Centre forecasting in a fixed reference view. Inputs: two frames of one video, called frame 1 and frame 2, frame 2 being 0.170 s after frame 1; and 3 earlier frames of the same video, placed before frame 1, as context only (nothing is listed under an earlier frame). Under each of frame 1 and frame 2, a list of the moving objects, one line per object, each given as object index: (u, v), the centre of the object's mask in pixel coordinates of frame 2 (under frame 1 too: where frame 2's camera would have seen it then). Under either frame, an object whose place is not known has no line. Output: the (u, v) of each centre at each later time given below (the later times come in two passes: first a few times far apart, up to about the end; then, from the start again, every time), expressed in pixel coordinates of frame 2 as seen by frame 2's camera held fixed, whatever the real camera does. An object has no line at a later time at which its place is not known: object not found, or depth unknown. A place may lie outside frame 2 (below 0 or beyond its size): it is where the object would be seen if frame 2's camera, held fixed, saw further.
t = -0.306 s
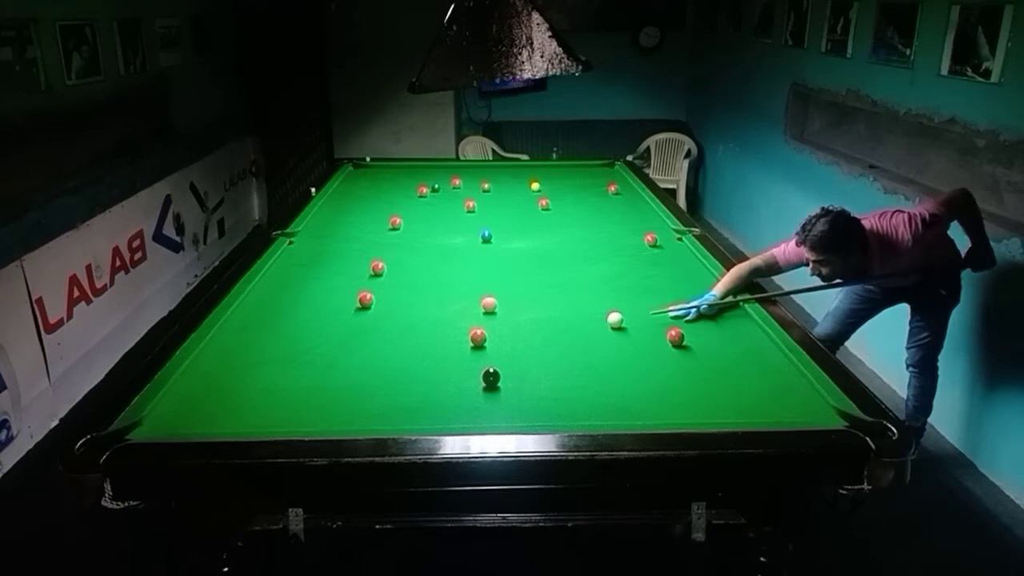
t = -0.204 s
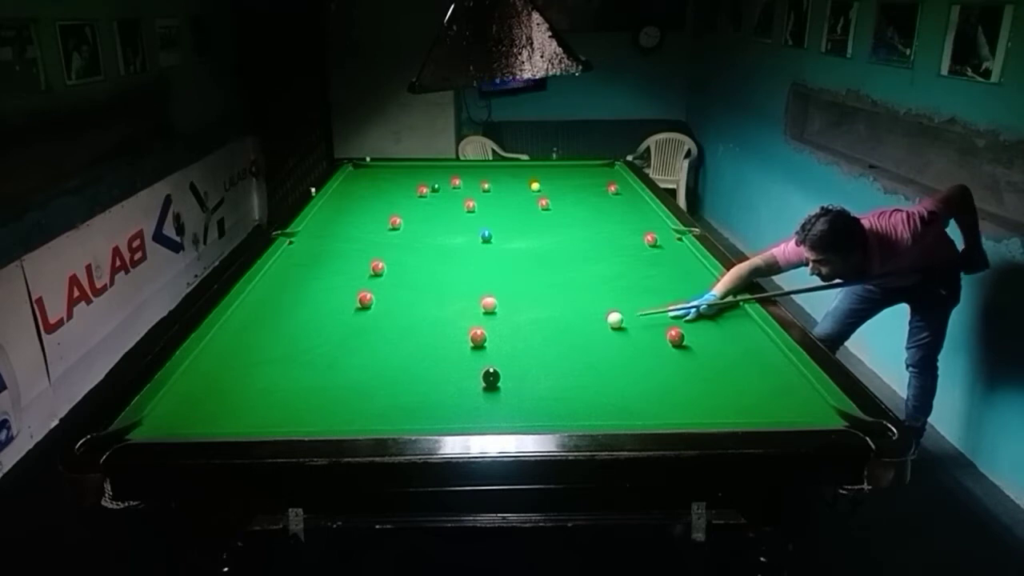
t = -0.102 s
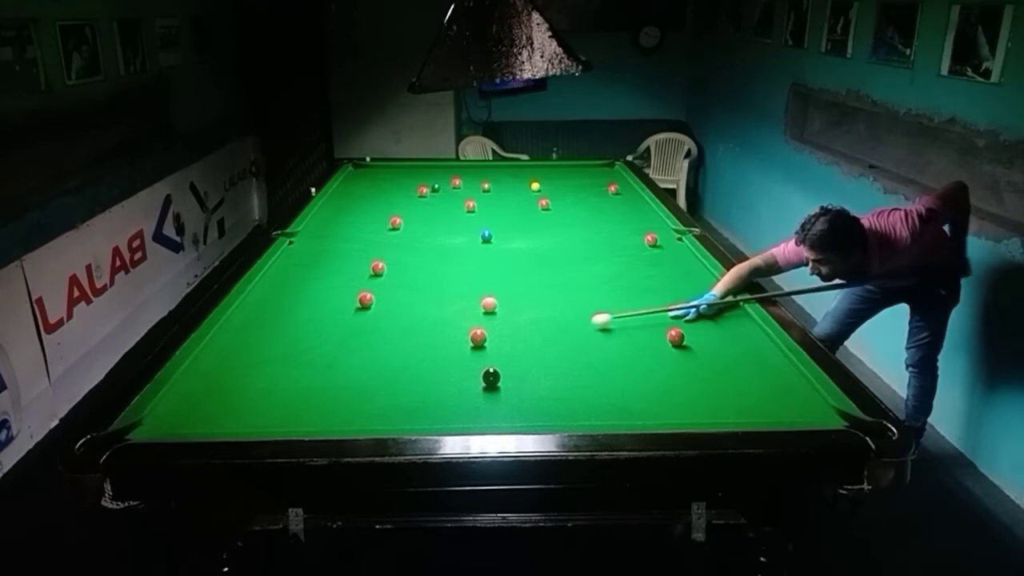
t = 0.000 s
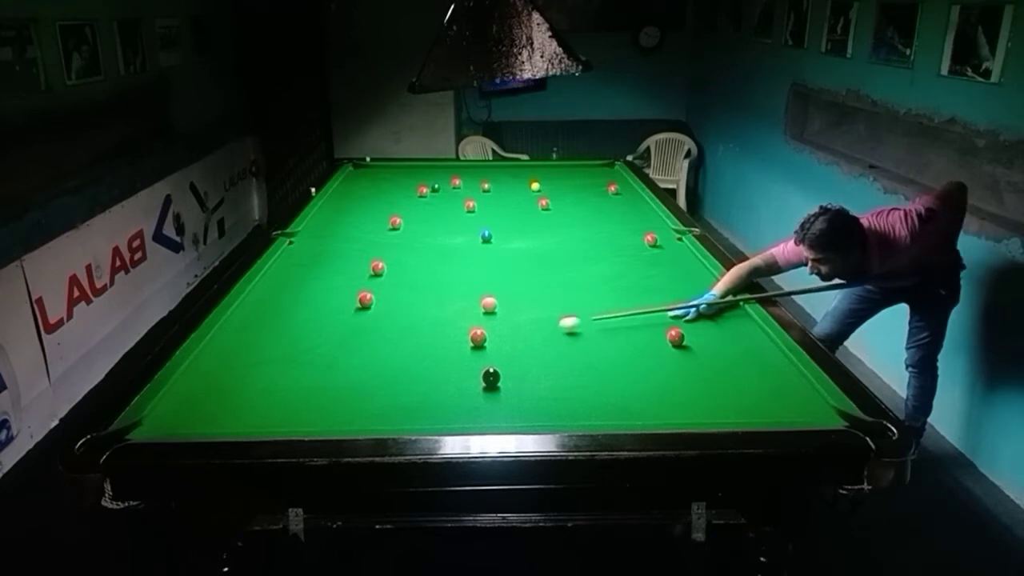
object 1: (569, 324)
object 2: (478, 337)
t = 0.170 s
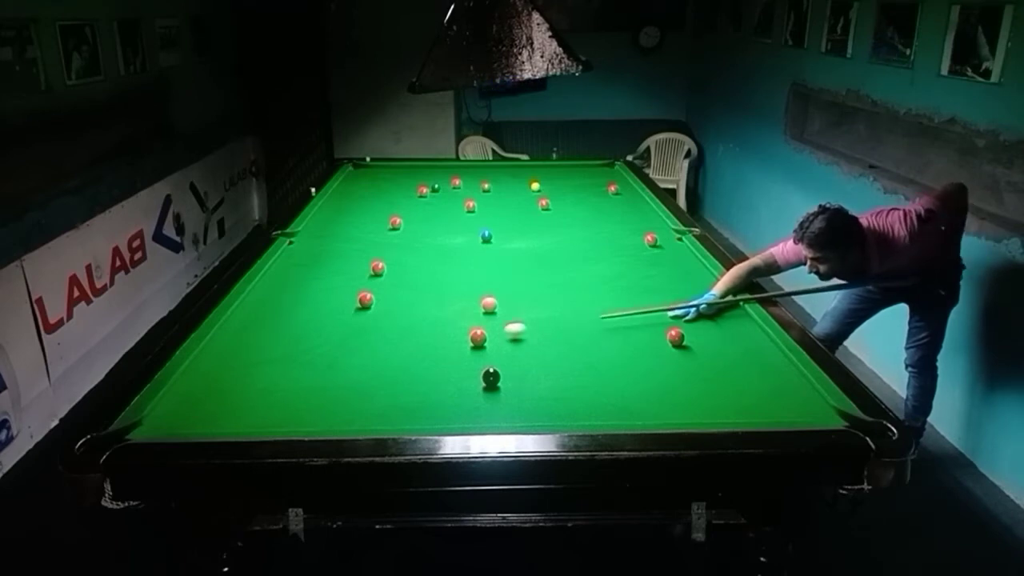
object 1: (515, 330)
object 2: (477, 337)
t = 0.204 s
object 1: (504, 332)
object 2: (477, 337)
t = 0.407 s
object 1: (470, 330)
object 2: (443, 347)
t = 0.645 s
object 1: (438, 327)
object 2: (401, 361)
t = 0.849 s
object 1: (412, 324)
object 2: (364, 372)
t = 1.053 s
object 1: (389, 321)
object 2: (327, 383)
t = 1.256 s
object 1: (368, 319)
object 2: (290, 394)
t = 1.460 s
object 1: (349, 316)
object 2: (254, 405)
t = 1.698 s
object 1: (329, 314)
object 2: (211, 417)
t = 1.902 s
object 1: (314, 312)
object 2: (175, 425)
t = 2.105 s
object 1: (300, 310)
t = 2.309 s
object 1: (288, 309)
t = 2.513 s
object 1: (278, 308)
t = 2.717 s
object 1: (270, 307)
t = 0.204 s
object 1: (504, 332)
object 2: (477, 337)
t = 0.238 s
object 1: (495, 333)
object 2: (477, 337)
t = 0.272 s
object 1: (488, 333)
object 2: (470, 338)
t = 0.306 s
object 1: (484, 332)
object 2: (463, 341)
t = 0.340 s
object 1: (479, 331)
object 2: (456, 344)
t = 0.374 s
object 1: (475, 331)
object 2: (450, 345)
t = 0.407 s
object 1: (470, 330)
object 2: (443, 347)
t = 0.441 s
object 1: (465, 330)
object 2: (437, 349)
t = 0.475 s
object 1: (461, 329)
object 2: (432, 351)
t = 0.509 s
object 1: (456, 329)
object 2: (425, 353)
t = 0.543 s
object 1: (451, 328)
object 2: (419, 355)
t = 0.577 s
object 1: (447, 328)
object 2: (413, 357)
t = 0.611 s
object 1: (442, 327)
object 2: (407, 359)
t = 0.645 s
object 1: (438, 327)
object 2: (401, 361)
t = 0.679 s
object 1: (433, 326)
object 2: (395, 362)
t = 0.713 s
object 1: (429, 326)
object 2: (389, 365)
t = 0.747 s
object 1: (425, 325)
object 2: (383, 366)
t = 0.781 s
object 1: (421, 325)
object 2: (376, 368)
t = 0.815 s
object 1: (417, 324)
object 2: (370, 370)
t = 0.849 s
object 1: (412, 324)
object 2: (364, 372)
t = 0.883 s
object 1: (408, 323)
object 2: (358, 374)
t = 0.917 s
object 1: (405, 323)
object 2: (352, 376)
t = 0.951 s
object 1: (401, 322)
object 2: (346, 377)
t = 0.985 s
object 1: (397, 322)
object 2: (340, 379)
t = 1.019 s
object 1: (393, 321)
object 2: (334, 381)
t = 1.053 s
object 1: (389, 321)
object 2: (327, 383)
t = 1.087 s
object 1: (386, 321)
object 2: (321, 385)
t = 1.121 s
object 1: (382, 320)
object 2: (315, 387)
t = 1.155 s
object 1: (378, 320)
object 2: (308, 389)
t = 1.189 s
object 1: (375, 319)
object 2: (302, 390)
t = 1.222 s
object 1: (372, 319)
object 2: (296, 393)
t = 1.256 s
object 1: (368, 319)
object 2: (290, 394)
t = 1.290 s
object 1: (365, 318)
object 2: (284, 396)
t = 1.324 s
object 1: (361, 318)
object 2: (278, 398)
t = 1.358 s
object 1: (359, 317)
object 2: (272, 400)
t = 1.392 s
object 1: (355, 317)
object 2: (266, 402)
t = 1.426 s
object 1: (352, 316)
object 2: (259, 403)
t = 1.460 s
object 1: (349, 316)
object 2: (254, 405)
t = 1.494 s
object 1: (346, 316)
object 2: (247, 407)
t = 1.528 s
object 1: (343, 315)
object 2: (241, 408)
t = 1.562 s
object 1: (341, 315)
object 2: (235, 410)
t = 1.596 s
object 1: (338, 315)
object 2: (229, 412)
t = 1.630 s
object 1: (335, 314)
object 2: (223, 414)
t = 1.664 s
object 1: (332, 314)
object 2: (217, 416)
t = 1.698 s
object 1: (329, 314)
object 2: (211, 417)
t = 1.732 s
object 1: (327, 313)
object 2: (205, 419)
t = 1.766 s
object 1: (324, 313)
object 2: (199, 420)
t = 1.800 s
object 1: (322, 313)
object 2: (193, 421)
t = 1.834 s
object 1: (319, 313)
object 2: (187, 422)
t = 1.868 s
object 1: (316, 312)
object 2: (181, 424)
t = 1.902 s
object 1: (314, 312)
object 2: (175, 425)
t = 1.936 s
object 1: (312, 312)
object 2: (169, 426)
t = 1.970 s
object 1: (309, 311)
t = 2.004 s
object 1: (307, 311)
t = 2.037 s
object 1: (305, 311)
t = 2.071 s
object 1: (303, 311)
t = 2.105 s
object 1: (300, 310)
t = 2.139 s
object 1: (298, 310)
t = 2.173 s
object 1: (296, 310)
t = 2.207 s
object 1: (294, 310)
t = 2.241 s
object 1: (292, 310)
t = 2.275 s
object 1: (290, 310)
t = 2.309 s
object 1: (288, 309)
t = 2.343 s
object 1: (287, 309)
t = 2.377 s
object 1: (285, 309)
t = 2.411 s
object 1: (283, 309)
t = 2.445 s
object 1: (282, 309)
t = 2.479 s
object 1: (280, 308)
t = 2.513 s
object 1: (278, 308)
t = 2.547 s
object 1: (277, 308)
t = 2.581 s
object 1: (275, 308)
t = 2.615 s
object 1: (274, 308)
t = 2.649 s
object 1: (273, 308)
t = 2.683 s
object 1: (271, 307)
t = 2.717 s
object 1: (270, 307)
